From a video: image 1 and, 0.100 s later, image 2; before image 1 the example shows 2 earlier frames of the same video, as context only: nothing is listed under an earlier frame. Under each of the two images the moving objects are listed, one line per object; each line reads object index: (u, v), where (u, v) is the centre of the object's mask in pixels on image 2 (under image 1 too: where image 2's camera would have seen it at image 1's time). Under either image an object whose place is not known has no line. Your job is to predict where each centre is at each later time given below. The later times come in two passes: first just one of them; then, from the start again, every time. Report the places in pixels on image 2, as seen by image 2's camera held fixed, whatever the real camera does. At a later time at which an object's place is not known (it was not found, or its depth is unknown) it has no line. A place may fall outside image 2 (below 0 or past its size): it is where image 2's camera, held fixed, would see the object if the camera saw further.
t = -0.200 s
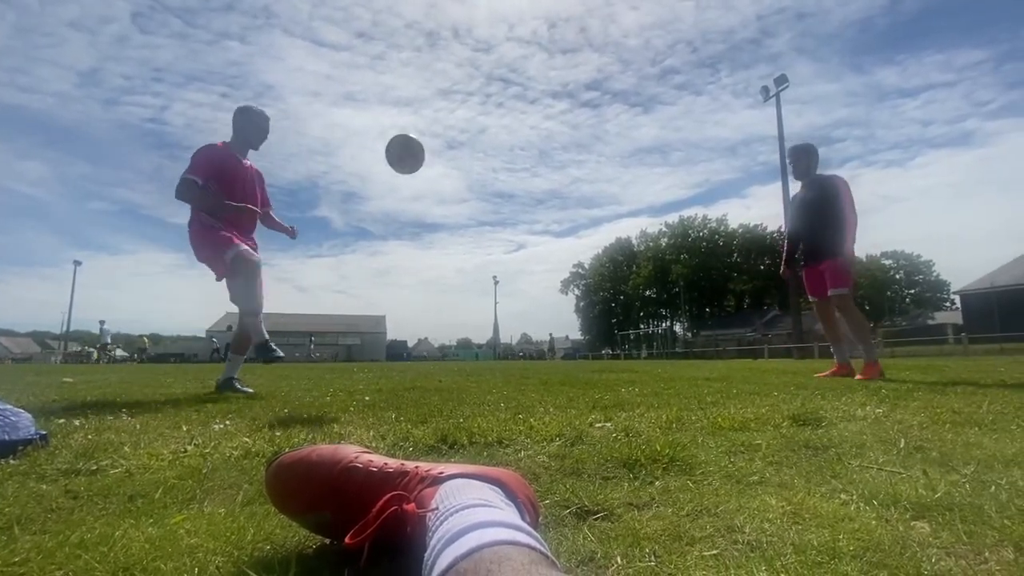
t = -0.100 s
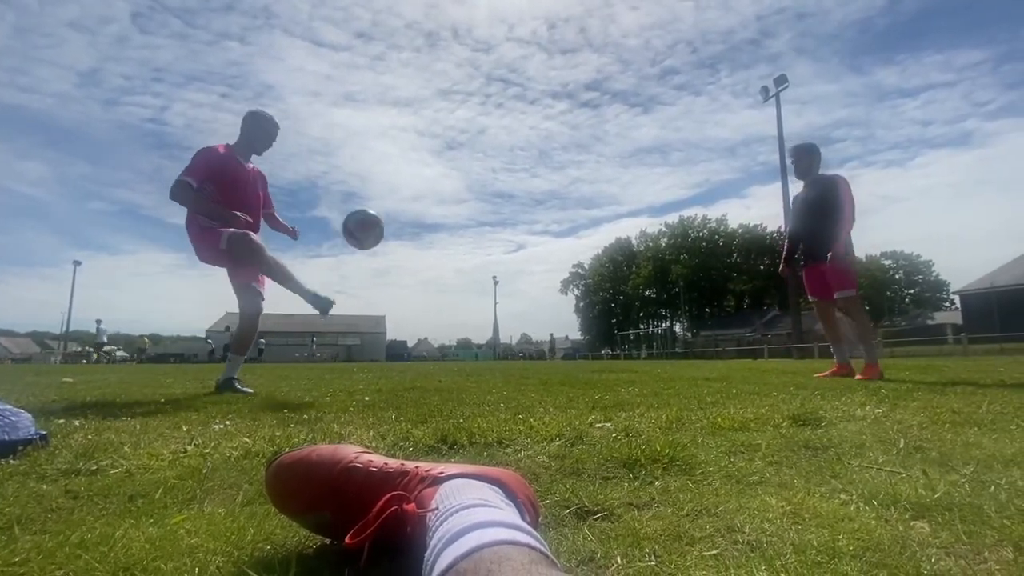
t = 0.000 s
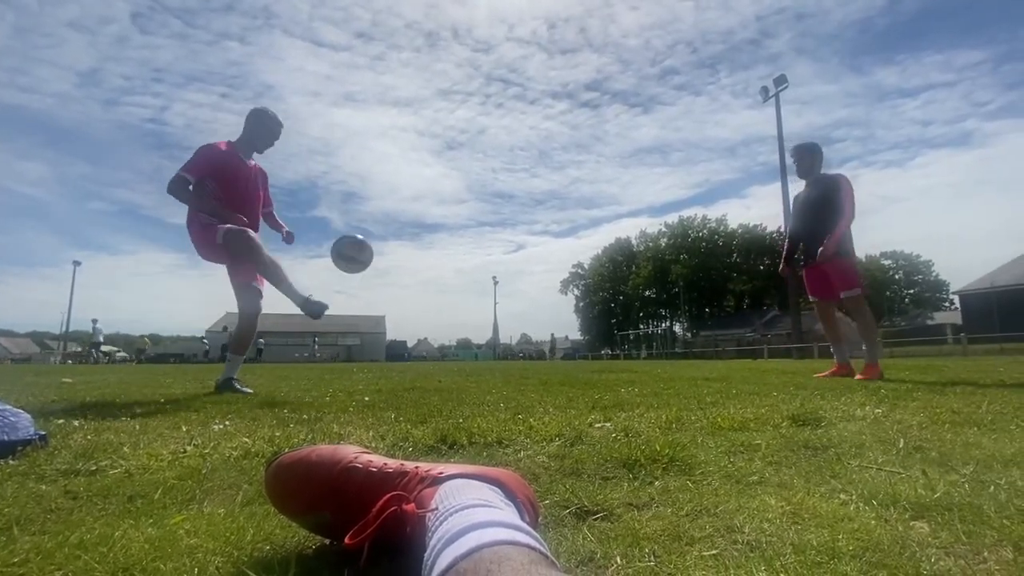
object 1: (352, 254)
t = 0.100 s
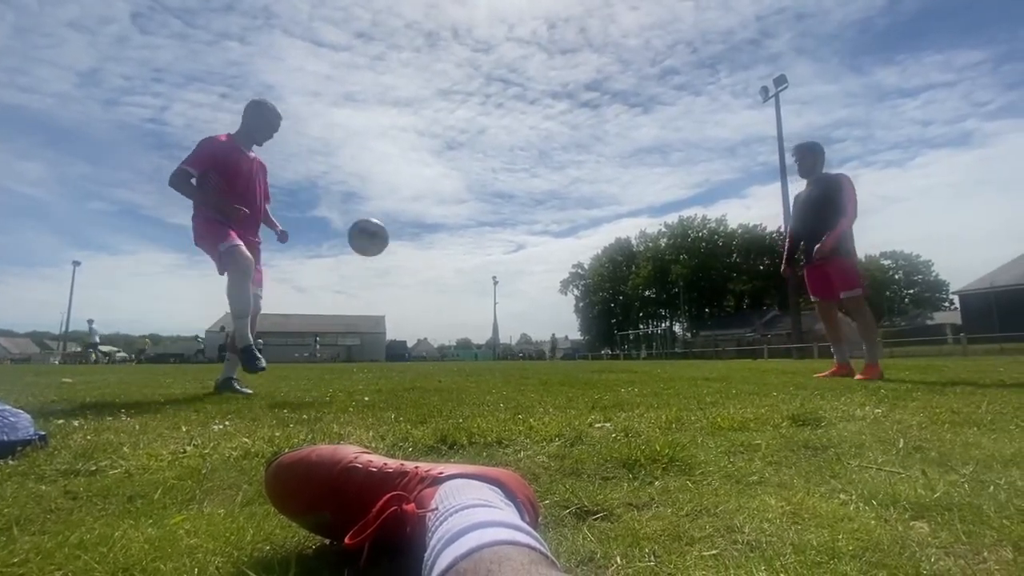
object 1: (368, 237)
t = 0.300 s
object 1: (397, 255)
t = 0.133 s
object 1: (373, 236)
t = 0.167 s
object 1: (378, 236)
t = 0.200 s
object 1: (383, 238)
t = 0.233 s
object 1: (388, 242)
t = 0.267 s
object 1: (392, 247)
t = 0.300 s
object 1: (397, 255)
